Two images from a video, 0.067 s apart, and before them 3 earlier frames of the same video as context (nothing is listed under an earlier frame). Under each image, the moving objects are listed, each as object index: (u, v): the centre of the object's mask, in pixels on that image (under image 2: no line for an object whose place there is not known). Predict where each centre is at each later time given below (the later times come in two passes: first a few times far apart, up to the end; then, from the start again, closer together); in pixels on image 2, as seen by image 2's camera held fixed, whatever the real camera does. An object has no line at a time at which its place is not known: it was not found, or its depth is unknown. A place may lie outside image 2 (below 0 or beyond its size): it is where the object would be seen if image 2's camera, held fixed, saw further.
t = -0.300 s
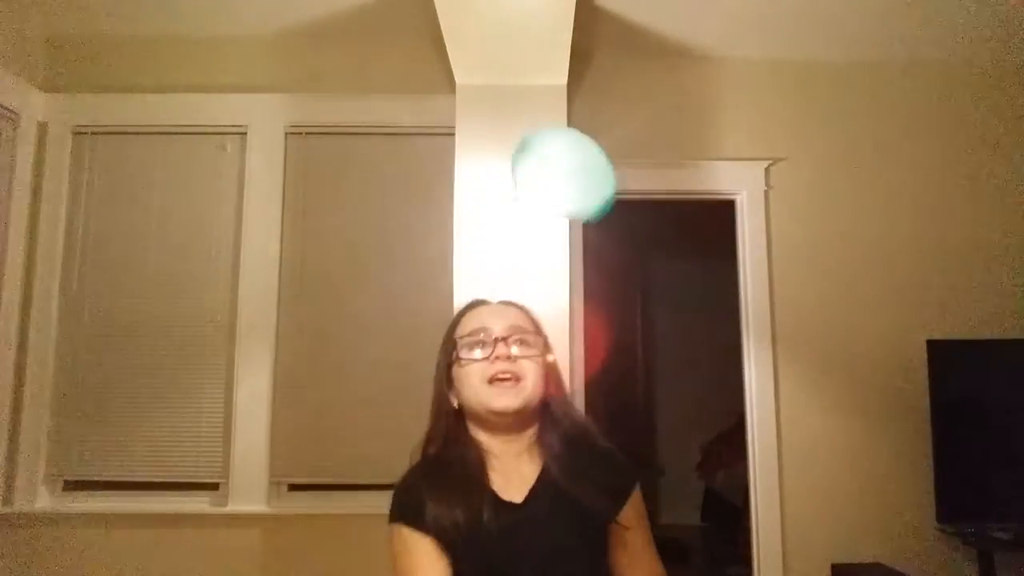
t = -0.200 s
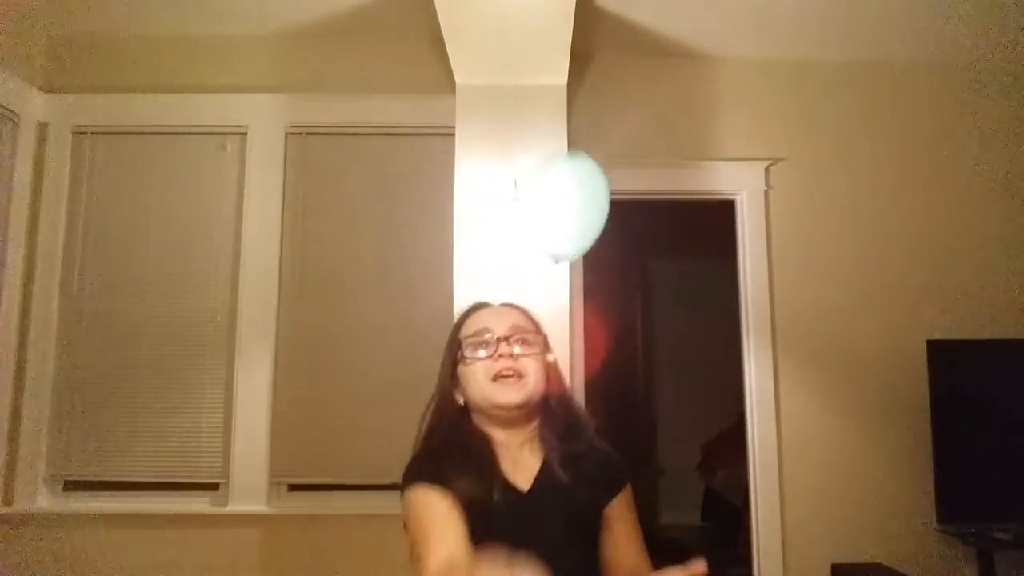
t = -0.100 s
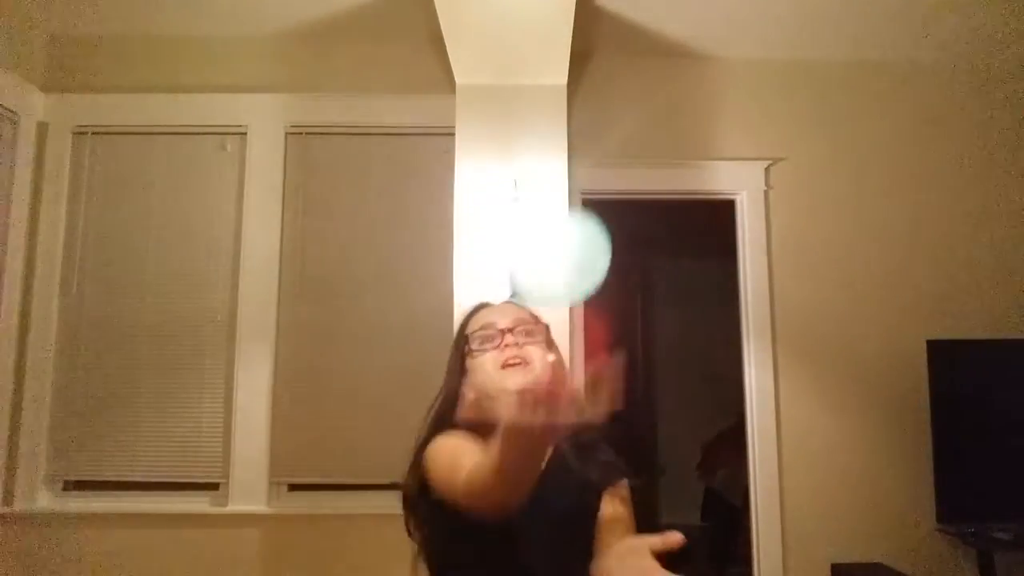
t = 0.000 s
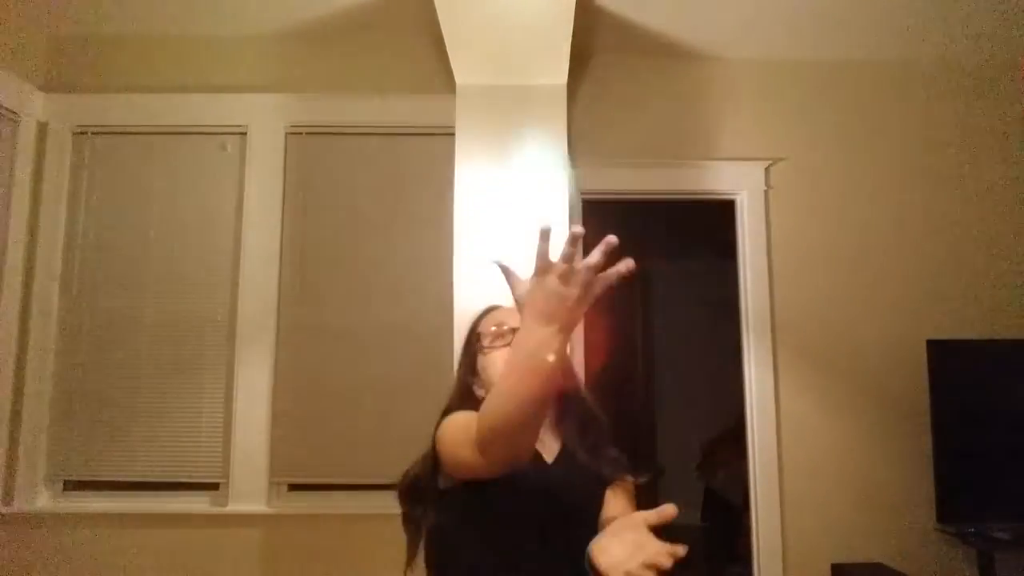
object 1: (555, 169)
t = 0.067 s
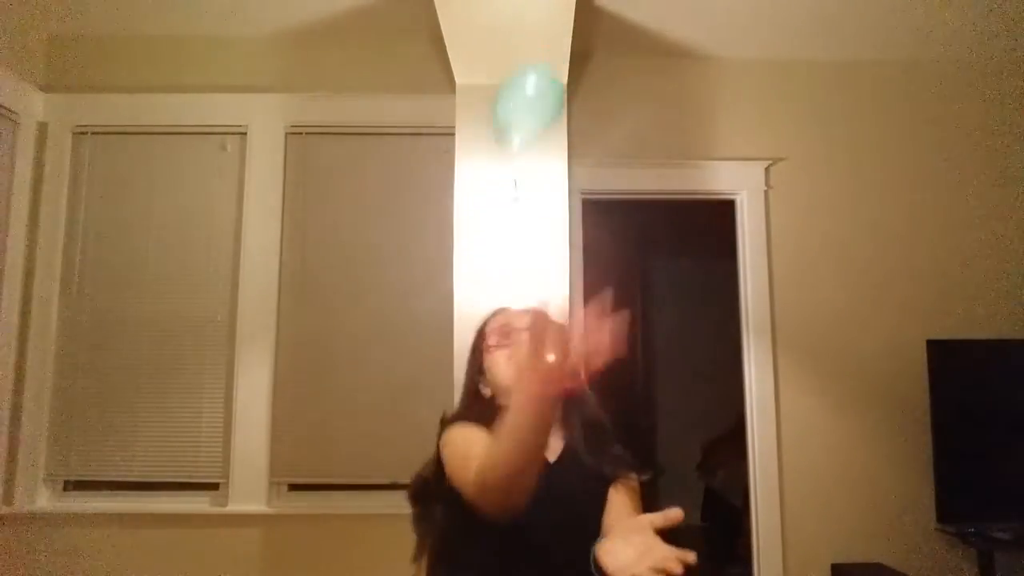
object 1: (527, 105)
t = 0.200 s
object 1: (541, 65)
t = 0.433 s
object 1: (537, 100)
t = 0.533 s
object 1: (533, 127)
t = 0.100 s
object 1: (532, 84)
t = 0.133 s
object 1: (536, 72)
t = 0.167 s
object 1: (540, 66)
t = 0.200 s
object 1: (541, 65)
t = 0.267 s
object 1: (541, 69)
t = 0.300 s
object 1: (541, 72)
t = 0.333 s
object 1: (541, 77)
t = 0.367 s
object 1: (540, 84)
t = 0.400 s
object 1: (539, 91)
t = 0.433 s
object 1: (537, 100)
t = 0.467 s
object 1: (536, 108)
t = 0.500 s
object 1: (535, 116)
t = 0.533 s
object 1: (533, 127)
